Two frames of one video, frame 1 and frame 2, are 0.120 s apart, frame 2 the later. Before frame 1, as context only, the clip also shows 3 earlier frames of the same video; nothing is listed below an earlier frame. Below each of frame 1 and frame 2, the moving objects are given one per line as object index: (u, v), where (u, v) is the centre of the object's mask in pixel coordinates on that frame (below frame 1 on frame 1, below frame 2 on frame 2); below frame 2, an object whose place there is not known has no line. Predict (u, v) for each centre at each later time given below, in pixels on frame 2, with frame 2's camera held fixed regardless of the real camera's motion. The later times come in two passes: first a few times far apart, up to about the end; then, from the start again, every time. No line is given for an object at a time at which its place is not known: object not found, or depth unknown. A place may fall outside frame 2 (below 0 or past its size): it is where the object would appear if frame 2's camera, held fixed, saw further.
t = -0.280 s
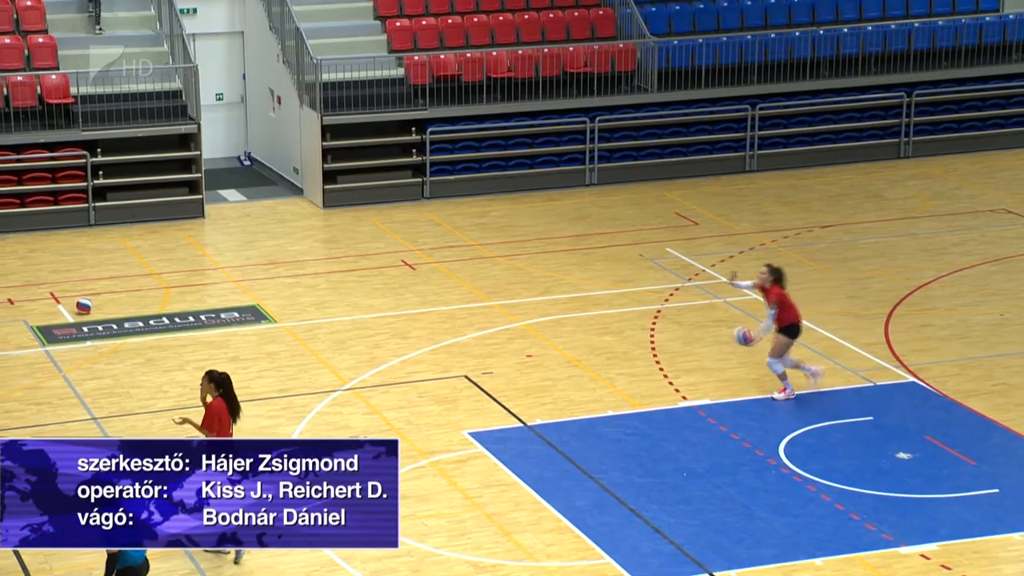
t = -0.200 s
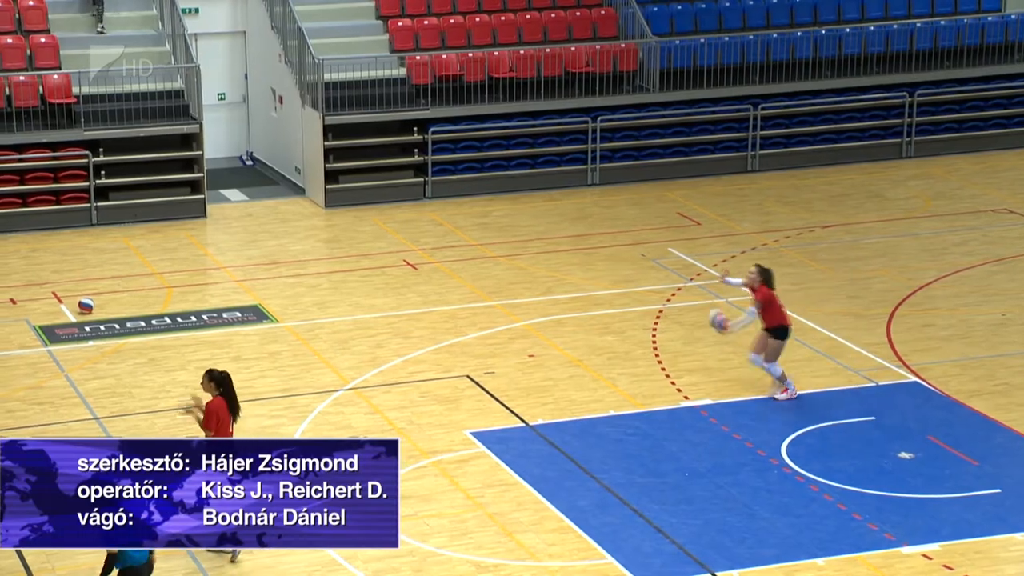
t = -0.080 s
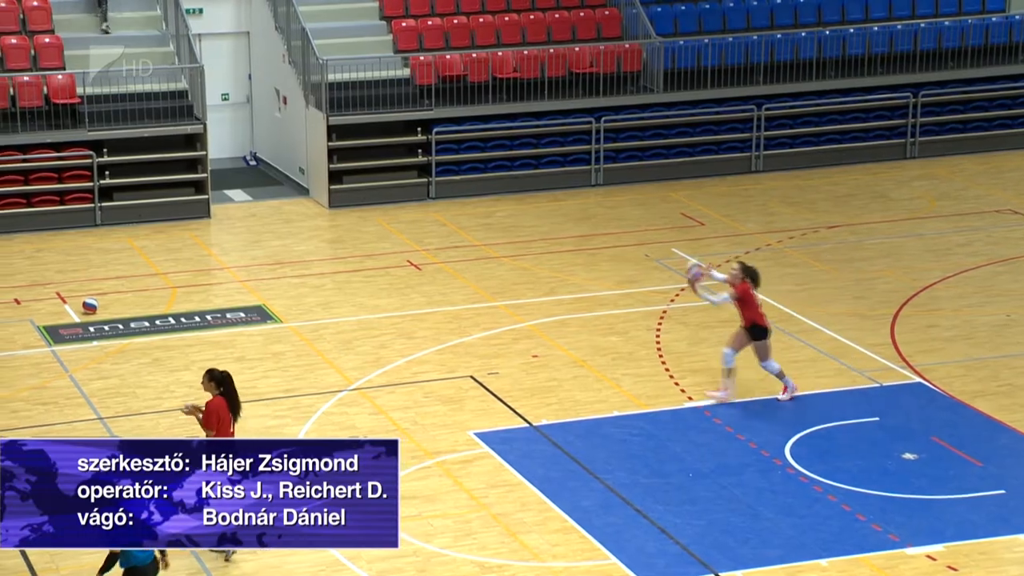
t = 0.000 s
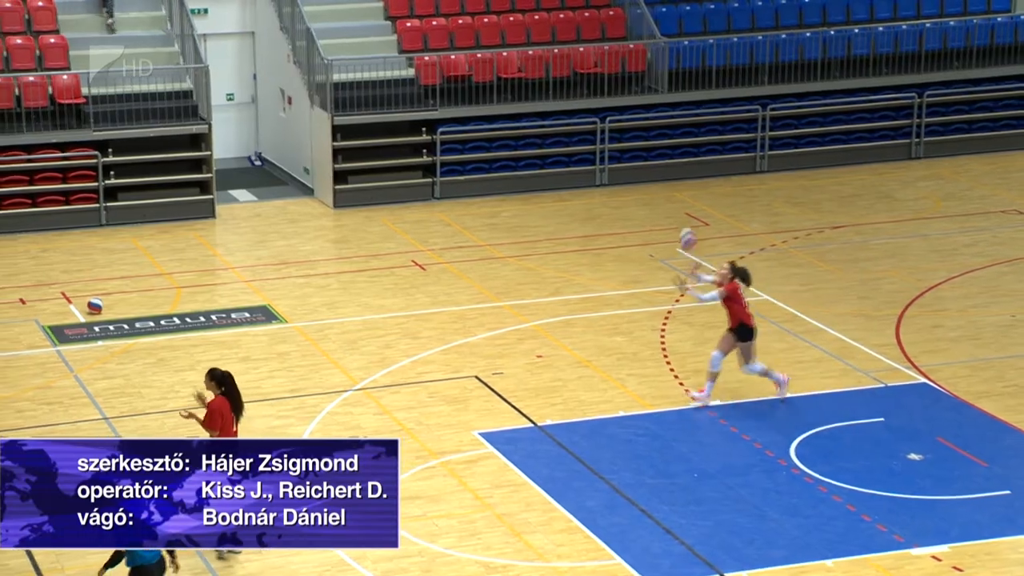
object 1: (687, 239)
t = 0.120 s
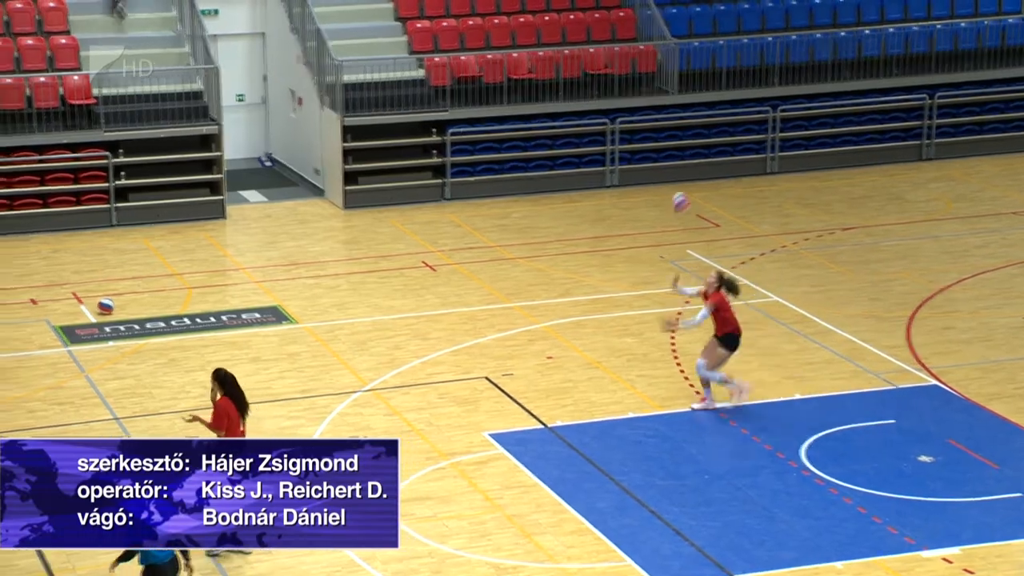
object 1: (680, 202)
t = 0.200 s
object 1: (669, 183)
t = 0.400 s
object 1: (640, 161)
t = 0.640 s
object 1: (603, 176)
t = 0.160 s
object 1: (675, 192)
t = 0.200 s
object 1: (669, 183)
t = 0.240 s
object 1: (663, 176)
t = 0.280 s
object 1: (657, 171)
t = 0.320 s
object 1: (651, 166)
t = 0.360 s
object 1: (646, 163)
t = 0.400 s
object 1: (640, 161)
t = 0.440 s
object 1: (634, 160)
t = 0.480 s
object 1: (627, 160)
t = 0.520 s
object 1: (621, 162)
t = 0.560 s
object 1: (615, 165)
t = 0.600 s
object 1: (609, 169)
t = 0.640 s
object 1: (603, 176)
